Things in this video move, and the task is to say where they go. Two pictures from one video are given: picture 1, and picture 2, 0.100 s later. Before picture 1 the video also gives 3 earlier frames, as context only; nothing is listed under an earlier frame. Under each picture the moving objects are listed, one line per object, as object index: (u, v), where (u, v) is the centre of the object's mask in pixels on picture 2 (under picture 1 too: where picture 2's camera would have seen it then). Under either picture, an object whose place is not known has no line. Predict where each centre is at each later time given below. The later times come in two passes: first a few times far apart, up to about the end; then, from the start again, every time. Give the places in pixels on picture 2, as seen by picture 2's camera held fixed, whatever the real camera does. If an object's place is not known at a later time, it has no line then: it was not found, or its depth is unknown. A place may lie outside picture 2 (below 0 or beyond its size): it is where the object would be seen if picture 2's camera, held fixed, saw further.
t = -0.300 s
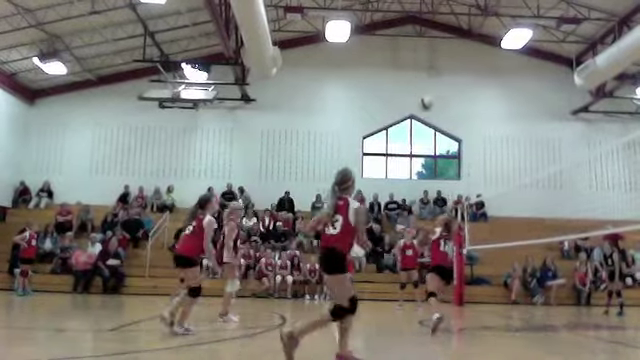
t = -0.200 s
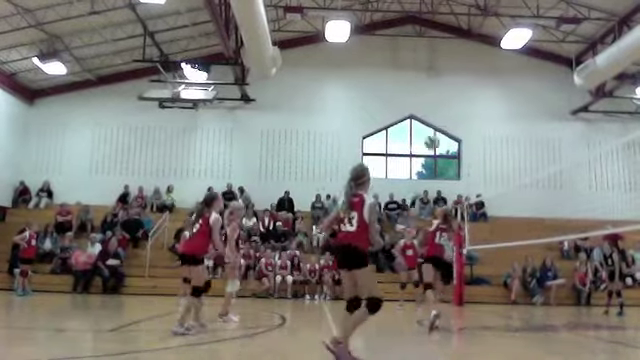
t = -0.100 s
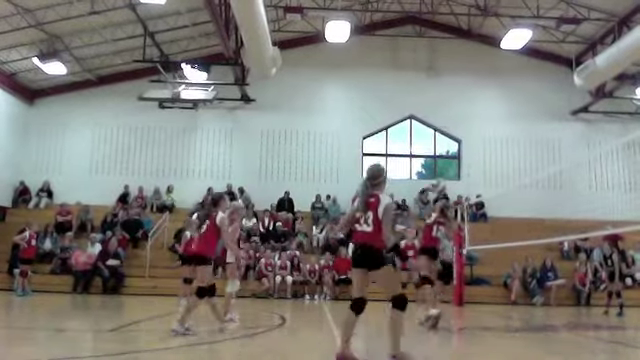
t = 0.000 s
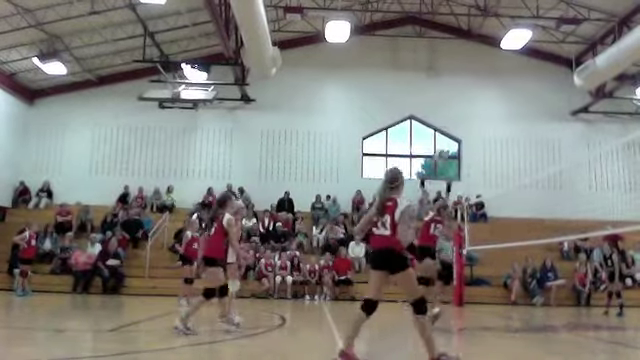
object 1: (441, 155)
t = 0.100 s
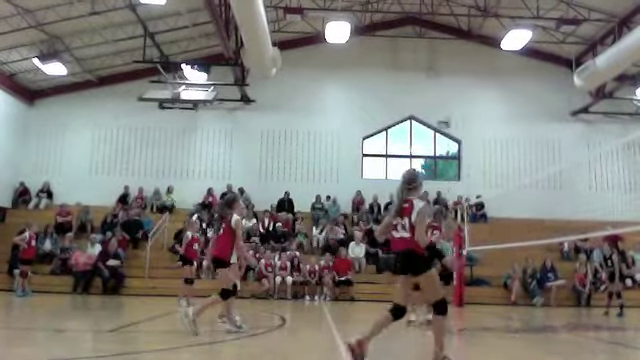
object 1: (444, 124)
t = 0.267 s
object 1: (448, 86)
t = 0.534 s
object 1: (454, 68)
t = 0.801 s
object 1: (460, 97)
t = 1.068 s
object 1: (467, 158)
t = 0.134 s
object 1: (445, 113)
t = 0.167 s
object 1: (445, 106)
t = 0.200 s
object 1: (446, 99)
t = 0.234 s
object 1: (448, 93)
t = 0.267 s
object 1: (448, 86)
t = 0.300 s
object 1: (449, 82)
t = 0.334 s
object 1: (450, 77)
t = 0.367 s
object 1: (449, 73)
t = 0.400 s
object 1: (449, 71)
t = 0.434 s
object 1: (452, 69)
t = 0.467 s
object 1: (453, 68)
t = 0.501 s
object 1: (454, 68)
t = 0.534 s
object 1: (454, 68)
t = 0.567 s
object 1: (455, 70)
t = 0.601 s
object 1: (455, 71)
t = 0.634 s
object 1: (456, 73)
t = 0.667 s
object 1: (458, 77)
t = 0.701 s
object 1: (458, 81)
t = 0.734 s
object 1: (459, 87)
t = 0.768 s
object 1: (459, 93)
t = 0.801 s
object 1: (460, 97)
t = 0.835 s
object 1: (461, 103)
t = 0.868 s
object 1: (460, 109)
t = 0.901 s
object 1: (462, 117)
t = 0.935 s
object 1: (462, 124)
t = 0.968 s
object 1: (463, 133)
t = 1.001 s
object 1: (465, 141)
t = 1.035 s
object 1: (466, 150)
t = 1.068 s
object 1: (467, 158)
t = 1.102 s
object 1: (466, 168)
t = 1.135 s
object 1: (467, 181)
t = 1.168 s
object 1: (468, 192)
